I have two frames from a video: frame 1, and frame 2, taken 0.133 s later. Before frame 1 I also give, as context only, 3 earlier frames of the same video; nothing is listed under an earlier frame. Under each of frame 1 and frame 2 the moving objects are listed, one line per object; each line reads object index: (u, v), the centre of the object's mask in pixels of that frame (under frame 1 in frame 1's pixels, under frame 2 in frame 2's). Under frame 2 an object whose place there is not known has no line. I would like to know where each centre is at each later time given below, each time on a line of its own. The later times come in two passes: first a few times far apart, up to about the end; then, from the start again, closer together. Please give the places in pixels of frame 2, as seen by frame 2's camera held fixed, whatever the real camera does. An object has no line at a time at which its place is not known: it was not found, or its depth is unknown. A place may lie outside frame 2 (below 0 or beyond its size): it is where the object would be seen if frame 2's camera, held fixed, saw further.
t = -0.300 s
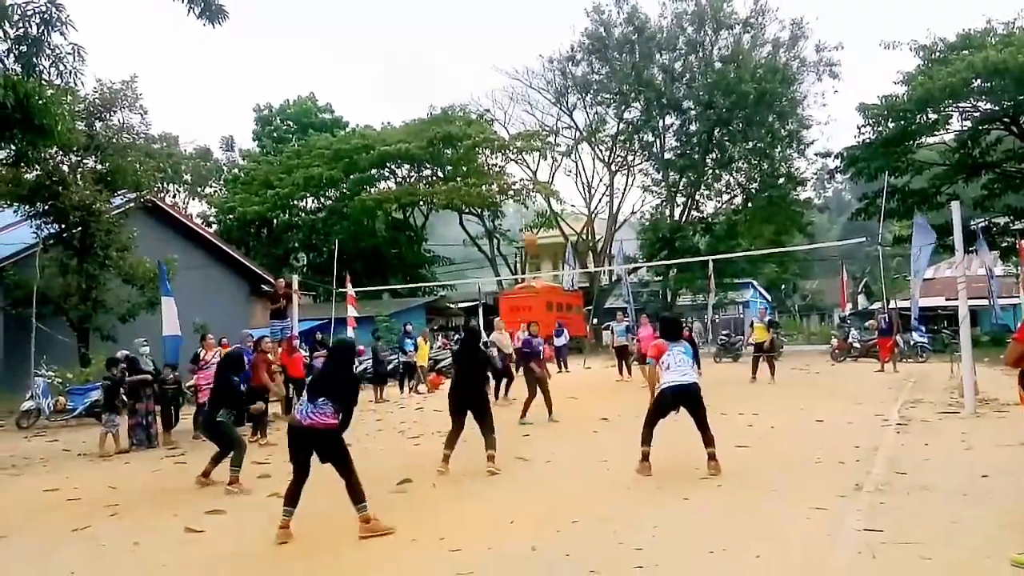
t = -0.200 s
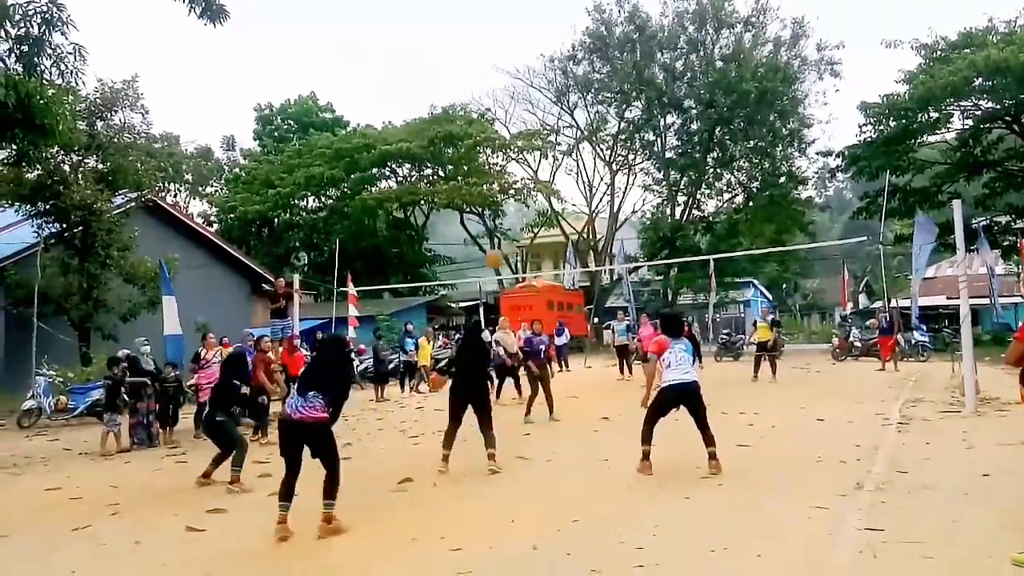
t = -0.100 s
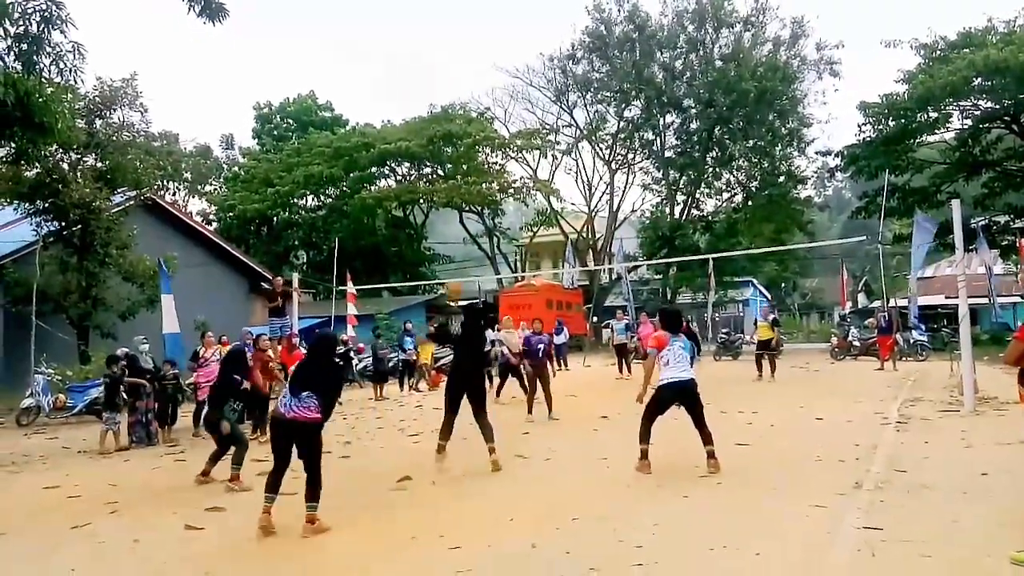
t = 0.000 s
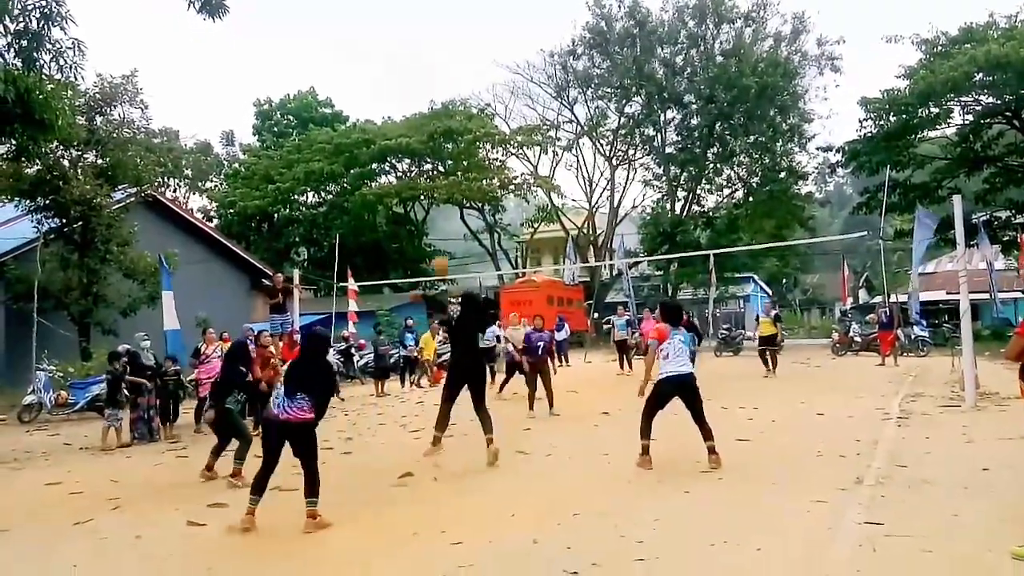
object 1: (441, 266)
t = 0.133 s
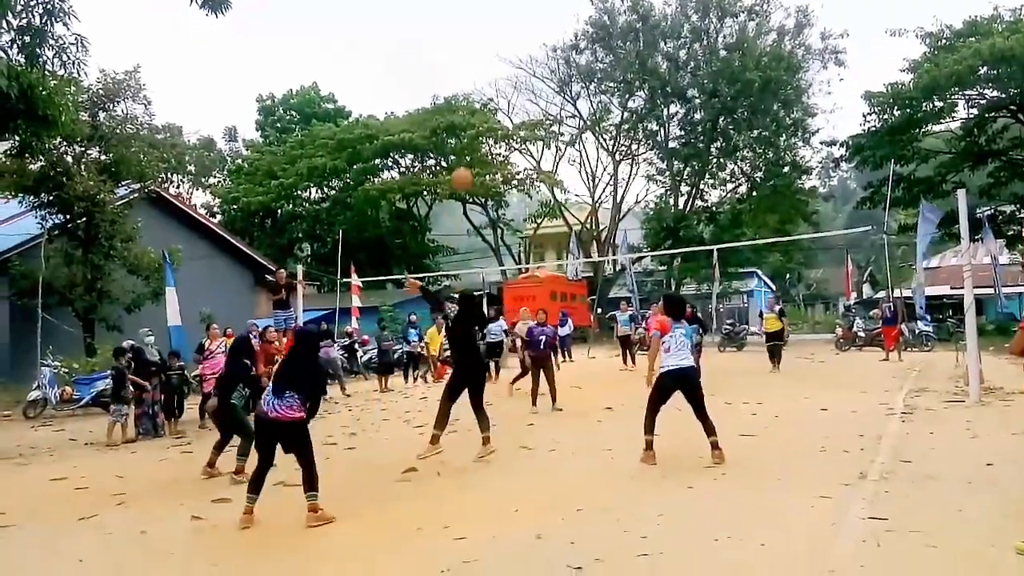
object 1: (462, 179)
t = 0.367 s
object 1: (490, 82)
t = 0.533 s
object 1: (509, 47)
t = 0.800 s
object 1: (539, 43)
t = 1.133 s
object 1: (576, 114)
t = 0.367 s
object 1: (490, 82)
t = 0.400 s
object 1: (494, 74)
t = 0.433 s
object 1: (498, 65)
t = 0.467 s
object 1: (502, 58)
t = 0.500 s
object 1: (505, 52)
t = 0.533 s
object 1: (509, 47)
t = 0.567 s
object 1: (513, 43)
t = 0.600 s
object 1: (517, 40)
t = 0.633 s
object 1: (521, 39)
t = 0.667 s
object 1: (524, 38)
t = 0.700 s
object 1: (528, 38)
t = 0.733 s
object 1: (532, 39)
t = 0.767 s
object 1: (535, 40)
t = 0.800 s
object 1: (539, 43)
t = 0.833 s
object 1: (543, 47)
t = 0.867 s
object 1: (546, 50)
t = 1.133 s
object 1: (576, 114)
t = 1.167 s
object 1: (580, 126)
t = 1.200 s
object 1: (582, 138)
